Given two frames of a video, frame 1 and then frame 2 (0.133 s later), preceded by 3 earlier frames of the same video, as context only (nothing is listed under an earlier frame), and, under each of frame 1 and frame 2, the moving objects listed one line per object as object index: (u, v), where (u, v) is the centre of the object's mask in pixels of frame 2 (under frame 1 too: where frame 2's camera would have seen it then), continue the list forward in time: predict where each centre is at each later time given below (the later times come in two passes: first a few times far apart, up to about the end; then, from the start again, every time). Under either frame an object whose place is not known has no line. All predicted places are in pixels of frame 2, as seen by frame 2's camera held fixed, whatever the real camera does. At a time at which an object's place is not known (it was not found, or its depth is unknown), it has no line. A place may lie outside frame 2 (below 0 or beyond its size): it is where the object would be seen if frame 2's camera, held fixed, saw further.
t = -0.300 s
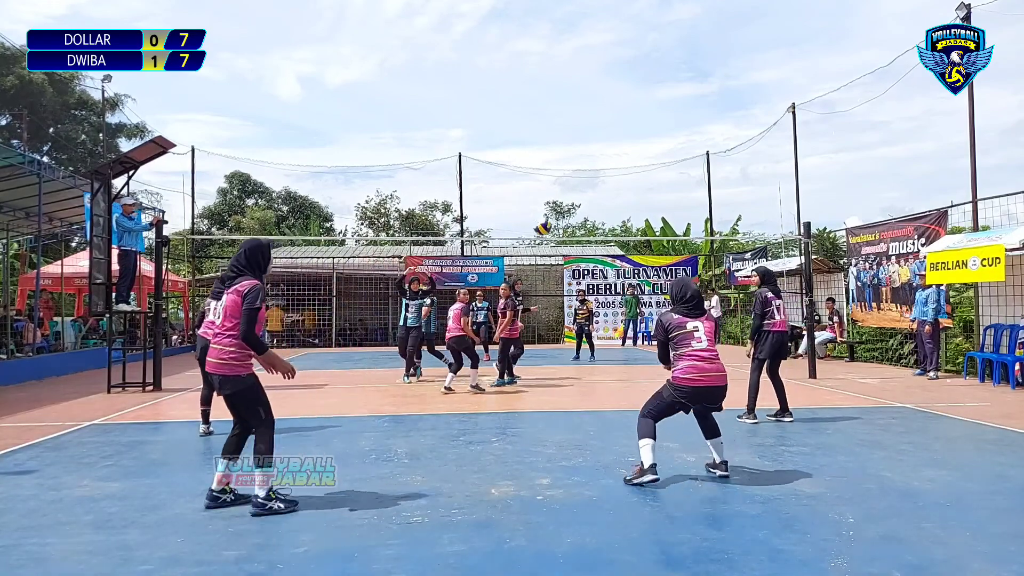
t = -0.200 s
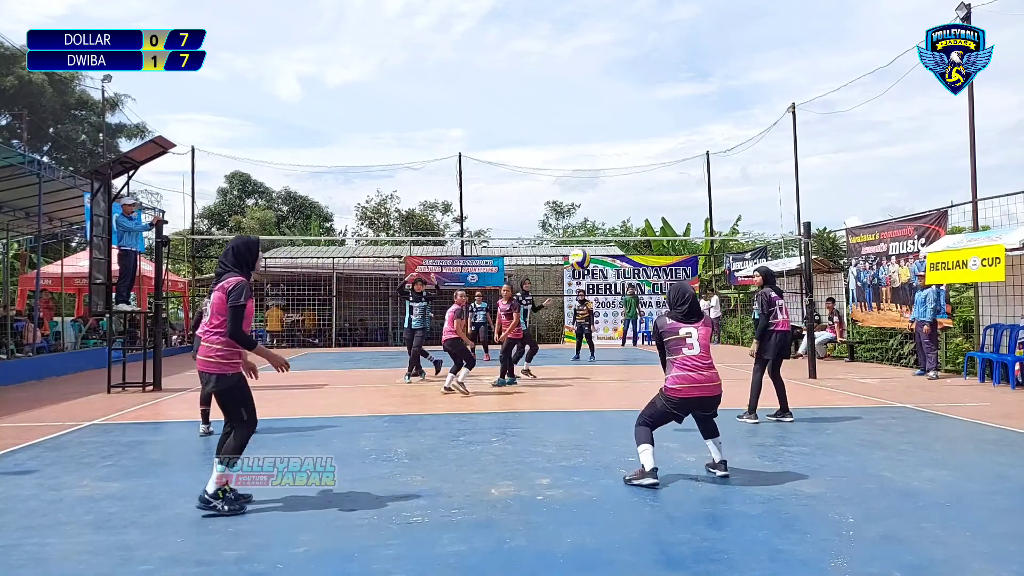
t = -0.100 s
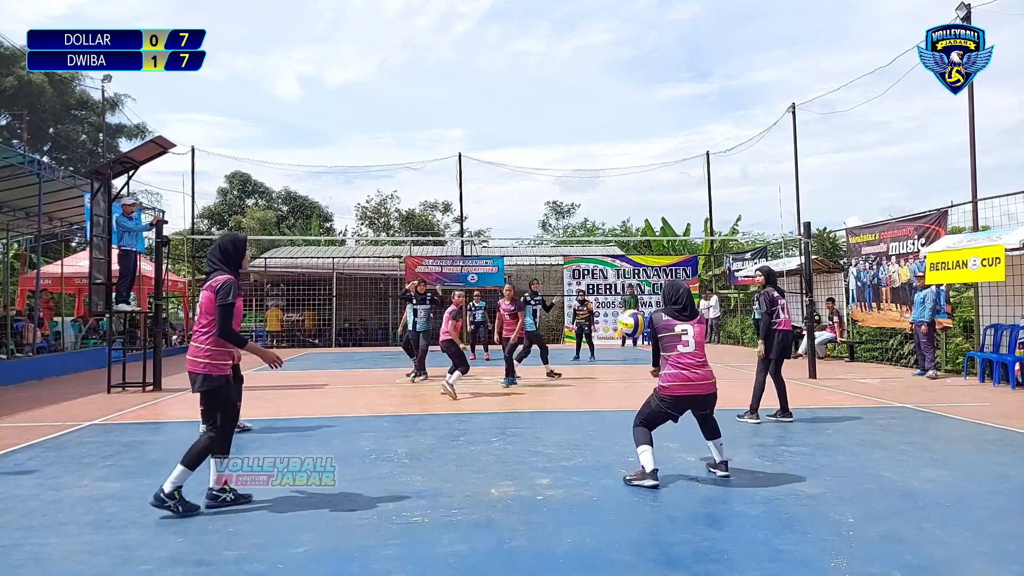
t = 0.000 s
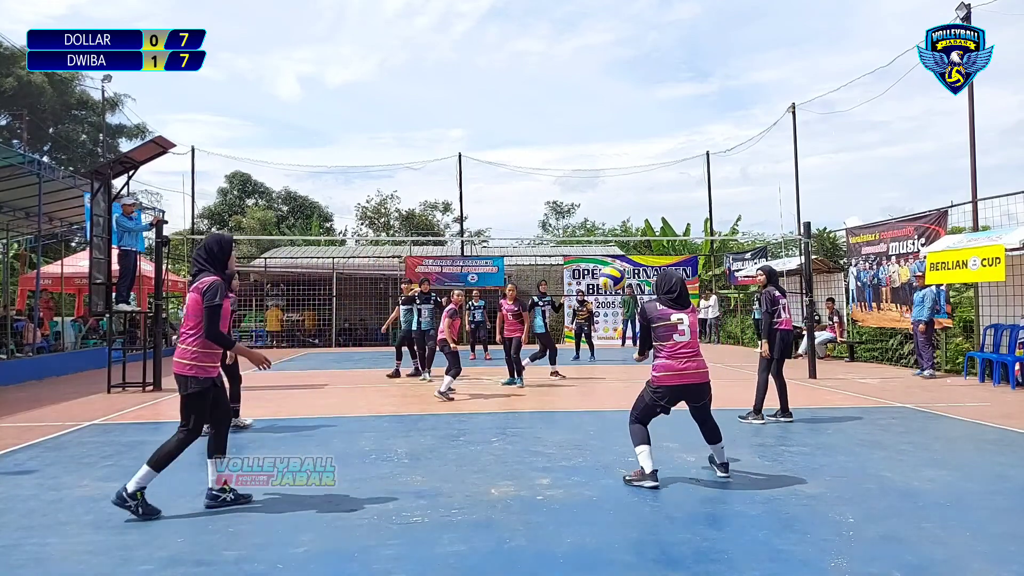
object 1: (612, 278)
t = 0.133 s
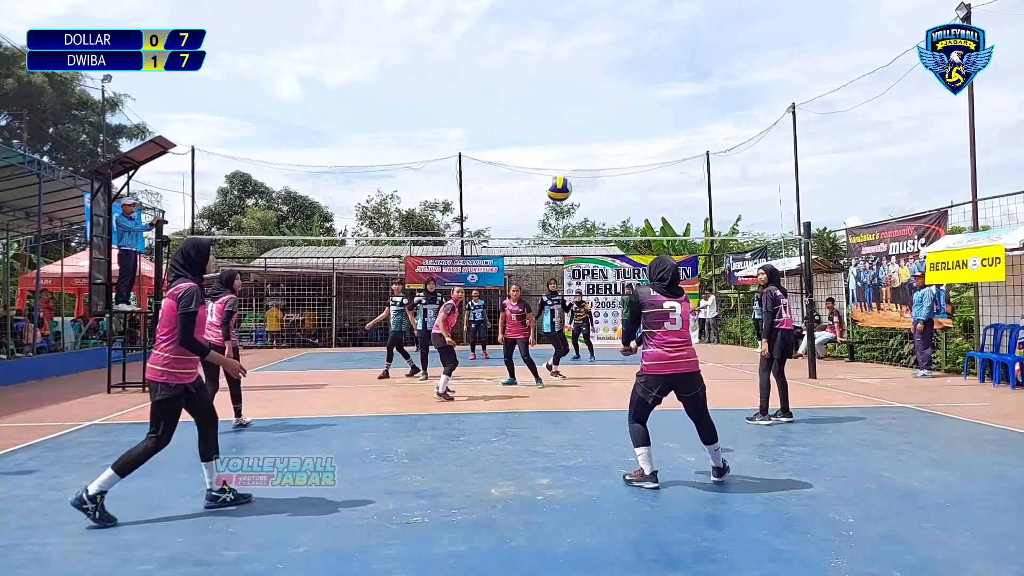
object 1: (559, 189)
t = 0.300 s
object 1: (501, 116)
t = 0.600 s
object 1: (415, 73)
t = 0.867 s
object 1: (352, 110)
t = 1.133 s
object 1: (298, 204)
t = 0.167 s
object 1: (547, 171)
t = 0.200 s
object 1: (535, 156)
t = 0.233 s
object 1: (523, 141)
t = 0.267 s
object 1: (512, 128)
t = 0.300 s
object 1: (501, 116)
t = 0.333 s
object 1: (491, 107)
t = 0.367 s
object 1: (481, 98)
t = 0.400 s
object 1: (471, 90)
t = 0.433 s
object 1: (461, 84)
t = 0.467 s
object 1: (451, 80)
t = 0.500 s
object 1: (442, 76)
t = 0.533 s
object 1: (433, 74)
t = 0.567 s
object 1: (423, 73)
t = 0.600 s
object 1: (415, 73)
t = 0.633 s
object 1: (406, 74)
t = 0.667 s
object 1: (399, 76)
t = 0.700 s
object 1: (390, 80)
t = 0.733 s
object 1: (382, 84)
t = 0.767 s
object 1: (374, 89)
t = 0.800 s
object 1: (366, 95)
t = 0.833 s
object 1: (359, 102)
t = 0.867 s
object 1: (352, 110)
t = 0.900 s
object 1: (344, 119)
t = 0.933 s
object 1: (338, 129)
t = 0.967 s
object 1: (330, 140)
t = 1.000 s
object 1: (324, 151)
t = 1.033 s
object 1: (317, 163)
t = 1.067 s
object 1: (311, 177)
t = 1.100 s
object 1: (304, 190)
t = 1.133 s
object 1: (298, 204)
